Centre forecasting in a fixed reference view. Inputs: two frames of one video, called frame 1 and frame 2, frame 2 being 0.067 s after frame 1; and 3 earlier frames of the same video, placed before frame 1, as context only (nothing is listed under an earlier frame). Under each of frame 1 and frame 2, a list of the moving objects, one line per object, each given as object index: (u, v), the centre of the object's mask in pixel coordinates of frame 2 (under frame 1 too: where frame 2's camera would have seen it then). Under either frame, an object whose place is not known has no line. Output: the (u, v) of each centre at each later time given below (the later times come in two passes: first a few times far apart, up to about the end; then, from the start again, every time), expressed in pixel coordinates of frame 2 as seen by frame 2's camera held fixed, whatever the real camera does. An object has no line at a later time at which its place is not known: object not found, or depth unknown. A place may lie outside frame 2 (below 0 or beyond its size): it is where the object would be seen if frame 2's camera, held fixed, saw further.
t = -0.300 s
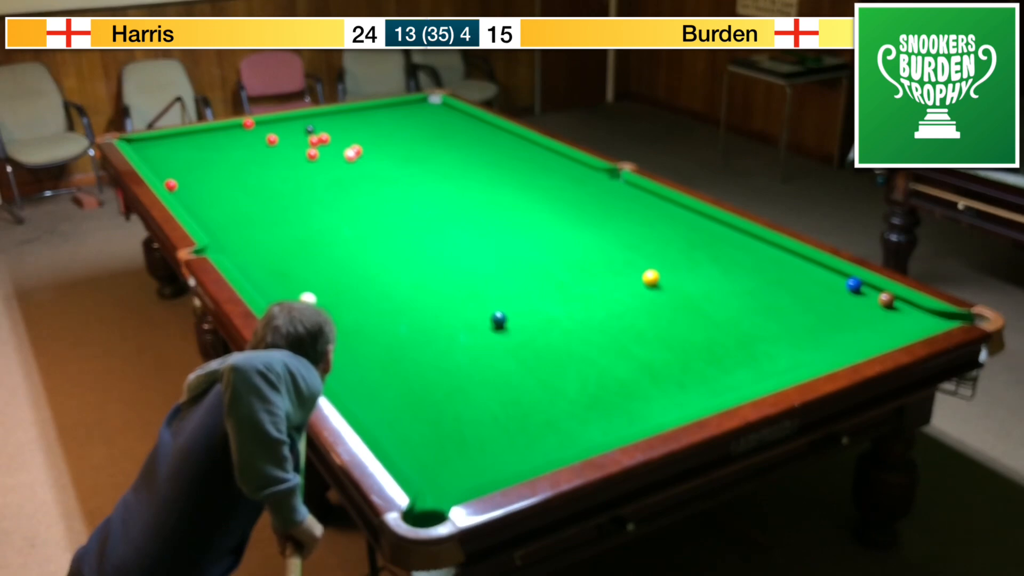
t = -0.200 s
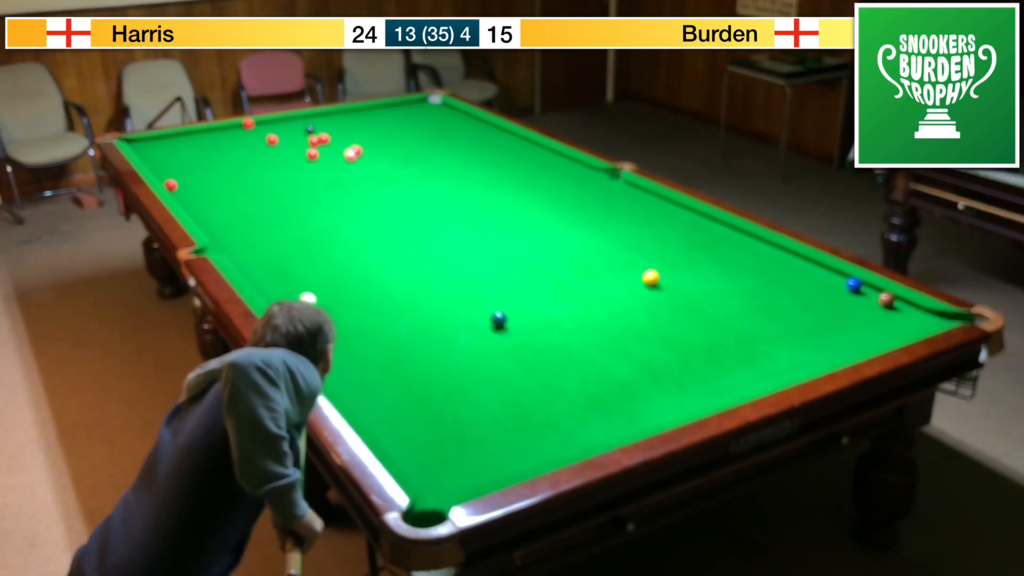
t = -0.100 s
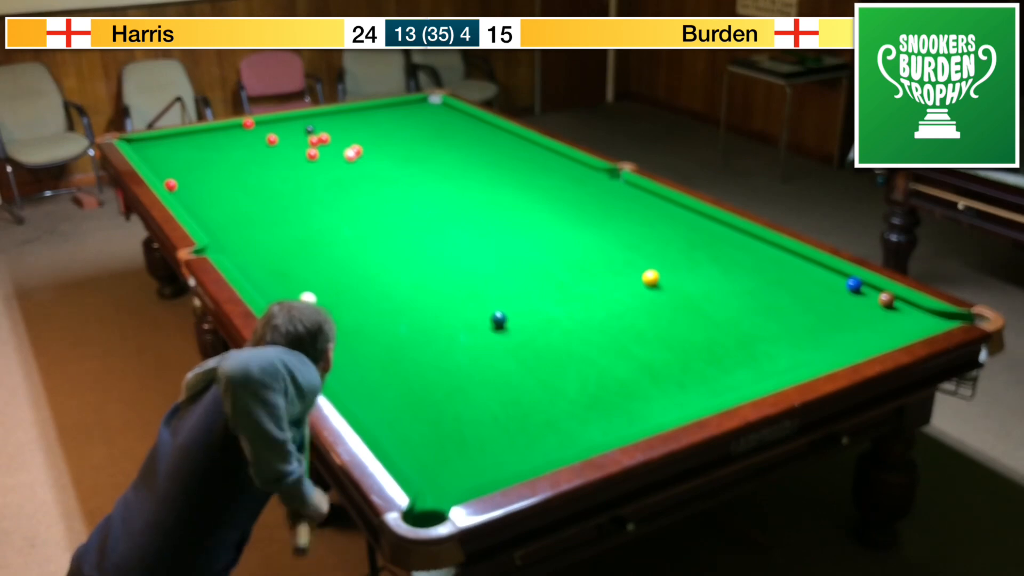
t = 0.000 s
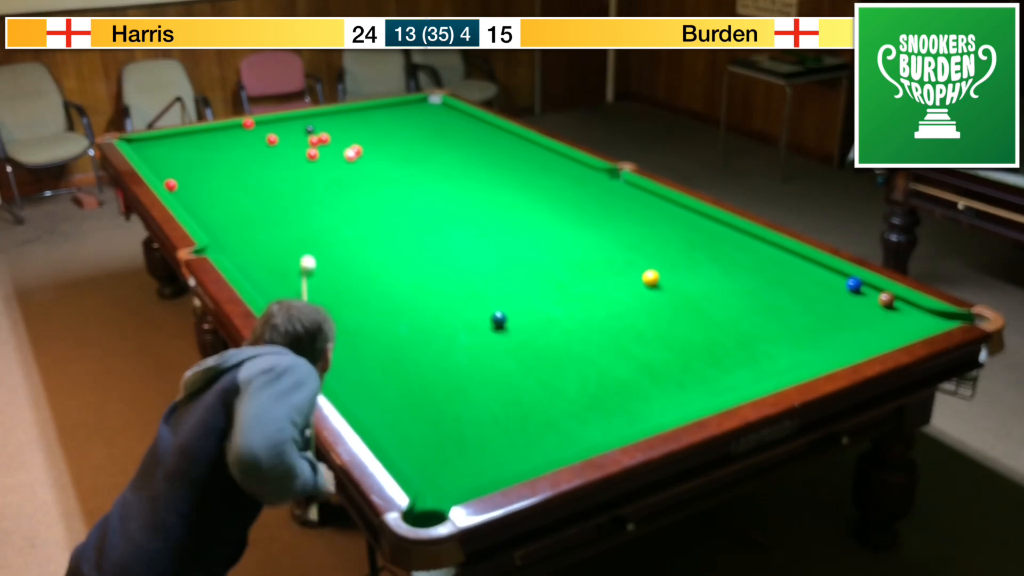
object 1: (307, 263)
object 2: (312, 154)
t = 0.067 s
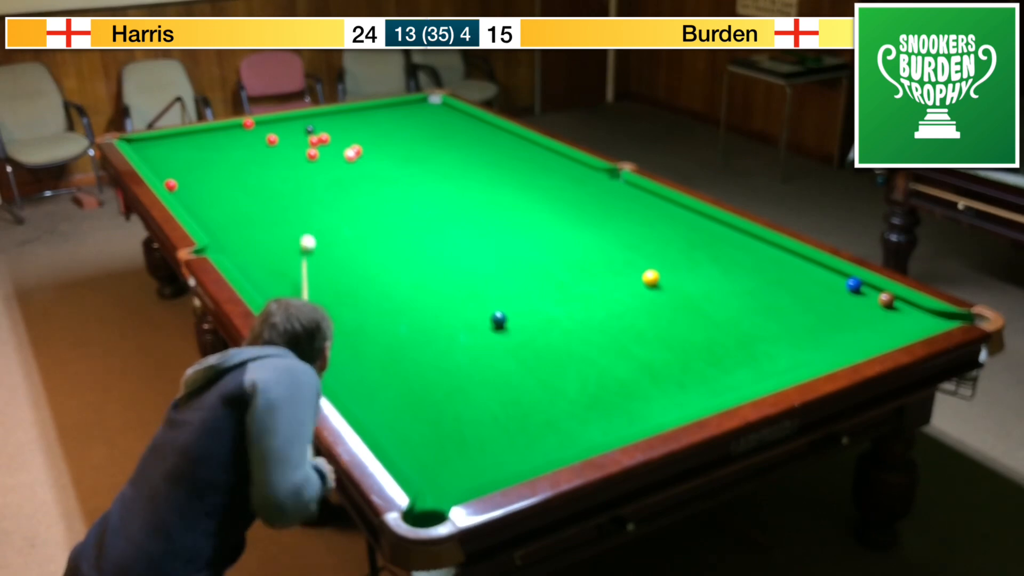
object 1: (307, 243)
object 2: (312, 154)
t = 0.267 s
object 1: (307, 195)
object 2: (312, 154)
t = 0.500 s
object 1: (306, 157)
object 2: (315, 153)
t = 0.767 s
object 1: (261, 147)
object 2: (352, 132)
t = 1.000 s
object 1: (229, 136)
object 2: (377, 119)
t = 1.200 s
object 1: (206, 130)
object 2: (396, 108)
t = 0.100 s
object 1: (307, 233)
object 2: (312, 154)
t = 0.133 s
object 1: (307, 224)
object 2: (312, 154)
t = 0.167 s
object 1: (307, 216)
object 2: (312, 154)
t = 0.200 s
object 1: (307, 209)
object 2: (312, 154)
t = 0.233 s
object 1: (307, 202)
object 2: (312, 154)
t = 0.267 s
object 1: (307, 195)
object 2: (312, 154)
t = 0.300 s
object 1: (307, 189)
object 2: (312, 154)
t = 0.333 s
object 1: (307, 183)
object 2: (312, 154)
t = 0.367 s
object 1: (307, 177)
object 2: (312, 154)
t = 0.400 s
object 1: (307, 172)
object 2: (312, 154)
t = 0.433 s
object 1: (307, 167)
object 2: (312, 154)
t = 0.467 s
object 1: (306, 162)
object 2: (313, 154)
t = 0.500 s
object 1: (306, 157)
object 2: (315, 153)
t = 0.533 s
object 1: (301, 156)
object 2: (318, 152)
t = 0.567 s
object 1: (294, 155)
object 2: (324, 149)
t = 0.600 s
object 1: (288, 154)
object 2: (330, 146)
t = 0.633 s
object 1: (282, 153)
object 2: (335, 142)
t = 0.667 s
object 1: (276, 151)
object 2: (339, 139)
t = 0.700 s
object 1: (271, 150)
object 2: (344, 136)
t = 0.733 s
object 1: (266, 148)
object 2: (348, 134)
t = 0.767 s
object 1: (261, 147)
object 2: (352, 132)
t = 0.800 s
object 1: (257, 145)
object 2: (355, 130)
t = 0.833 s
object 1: (252, 143)
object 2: (359, 128)
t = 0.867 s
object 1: (247, 142)
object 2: (363, 126)
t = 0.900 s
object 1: (242, 140)
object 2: (366, 124)
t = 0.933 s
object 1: (238, 139)
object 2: (370, 122)
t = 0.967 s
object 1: (234, 138)
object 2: (373, 121)
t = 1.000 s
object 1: (229, 136)
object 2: (377, 119)
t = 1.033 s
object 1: (225, 135)
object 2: (380, 117)
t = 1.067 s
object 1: (221, 133)
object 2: (383, 115)
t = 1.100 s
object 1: (216, 132)
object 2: (386, 113)
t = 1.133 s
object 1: (212, 131)
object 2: (390, 112)
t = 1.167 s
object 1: (208, 129)
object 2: (393, 110)
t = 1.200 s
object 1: (206, 130)
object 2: (396, 108)
